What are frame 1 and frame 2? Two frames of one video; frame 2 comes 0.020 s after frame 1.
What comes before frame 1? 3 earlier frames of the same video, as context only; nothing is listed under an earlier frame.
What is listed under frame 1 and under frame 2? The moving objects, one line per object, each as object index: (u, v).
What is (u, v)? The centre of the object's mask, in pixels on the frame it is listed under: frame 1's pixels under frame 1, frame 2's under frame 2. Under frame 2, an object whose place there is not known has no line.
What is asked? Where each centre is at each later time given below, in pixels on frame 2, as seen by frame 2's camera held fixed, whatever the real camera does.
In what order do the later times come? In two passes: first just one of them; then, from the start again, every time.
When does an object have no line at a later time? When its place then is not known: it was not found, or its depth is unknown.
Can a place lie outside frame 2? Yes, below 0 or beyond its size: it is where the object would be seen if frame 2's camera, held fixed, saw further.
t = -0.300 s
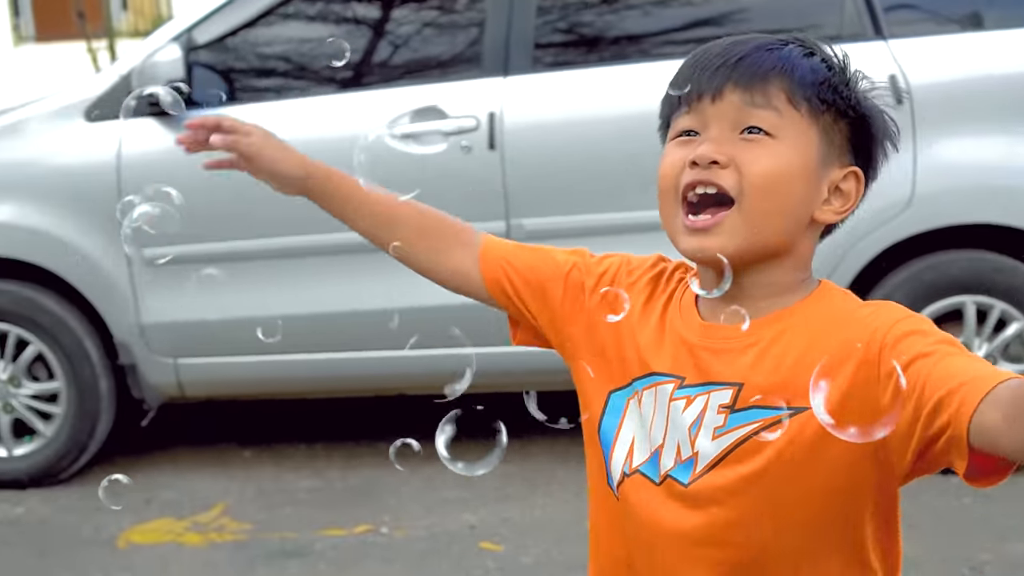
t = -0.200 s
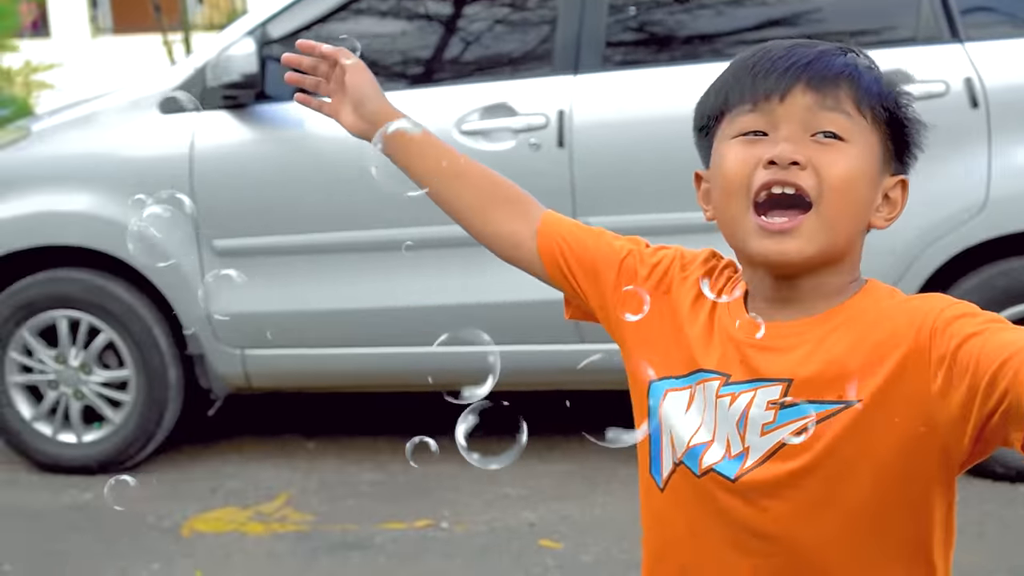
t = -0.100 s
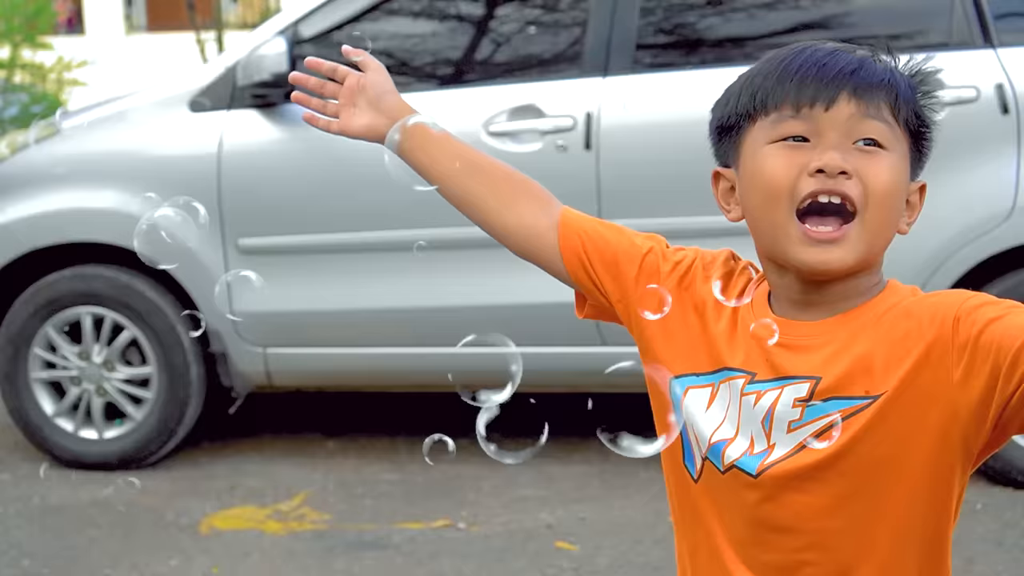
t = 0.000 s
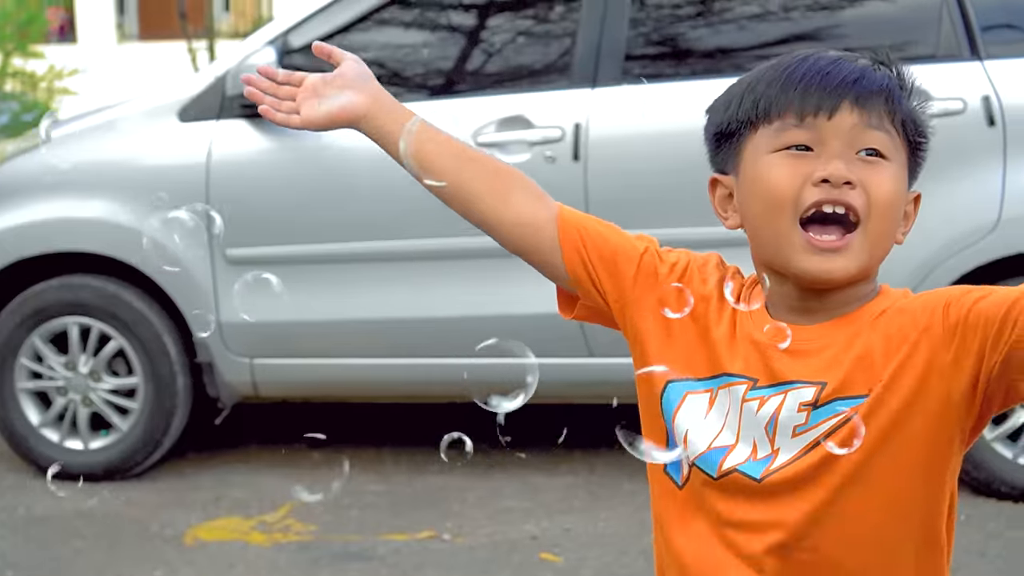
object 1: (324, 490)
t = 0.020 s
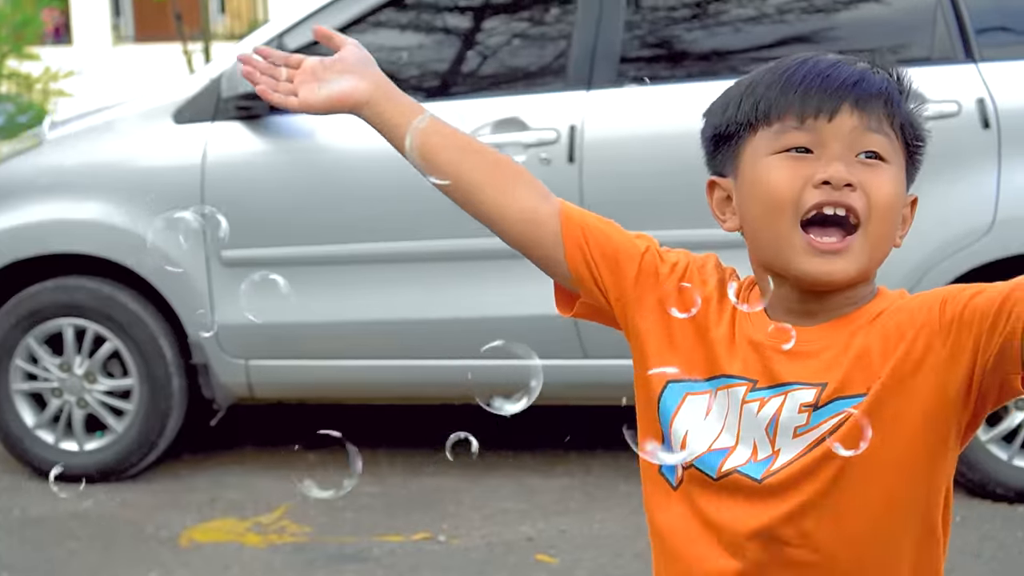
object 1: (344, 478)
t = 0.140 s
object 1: (430, 466)
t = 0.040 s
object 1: (358, 477)
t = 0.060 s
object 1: (364, 476)
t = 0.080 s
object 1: (392, 472)
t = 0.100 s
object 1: (398, 470)
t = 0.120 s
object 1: (416, 467)
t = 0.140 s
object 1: (430, 466)
